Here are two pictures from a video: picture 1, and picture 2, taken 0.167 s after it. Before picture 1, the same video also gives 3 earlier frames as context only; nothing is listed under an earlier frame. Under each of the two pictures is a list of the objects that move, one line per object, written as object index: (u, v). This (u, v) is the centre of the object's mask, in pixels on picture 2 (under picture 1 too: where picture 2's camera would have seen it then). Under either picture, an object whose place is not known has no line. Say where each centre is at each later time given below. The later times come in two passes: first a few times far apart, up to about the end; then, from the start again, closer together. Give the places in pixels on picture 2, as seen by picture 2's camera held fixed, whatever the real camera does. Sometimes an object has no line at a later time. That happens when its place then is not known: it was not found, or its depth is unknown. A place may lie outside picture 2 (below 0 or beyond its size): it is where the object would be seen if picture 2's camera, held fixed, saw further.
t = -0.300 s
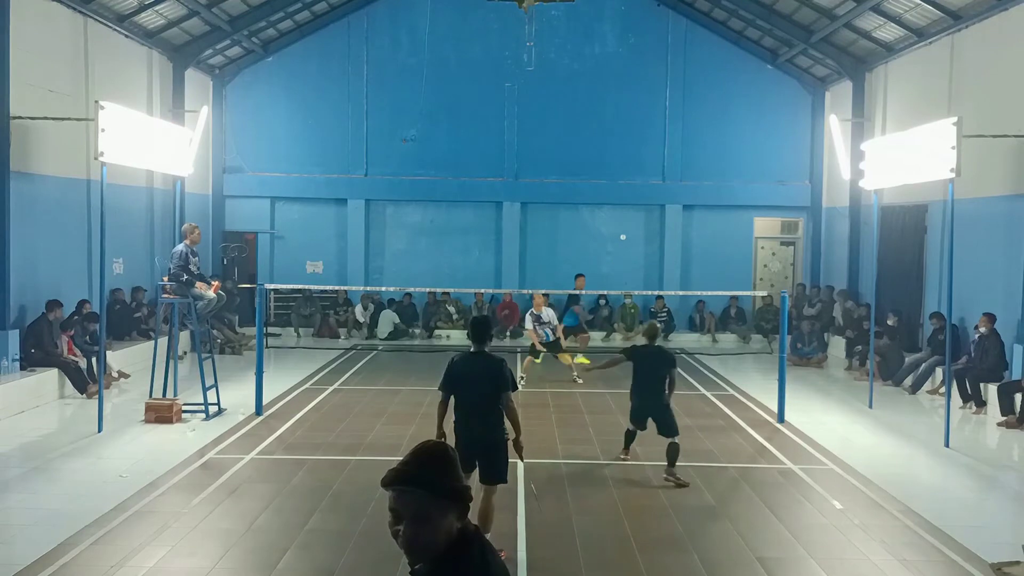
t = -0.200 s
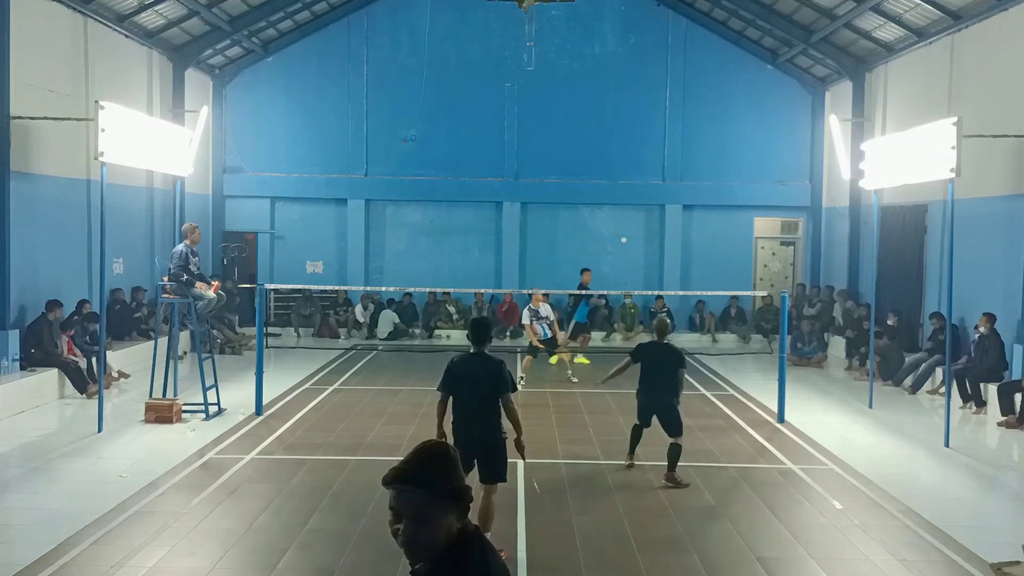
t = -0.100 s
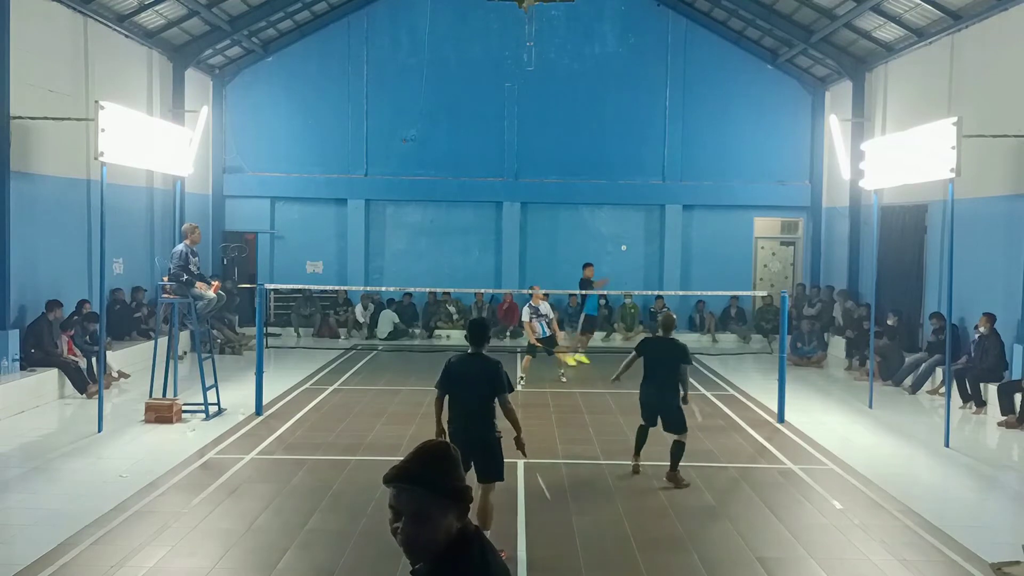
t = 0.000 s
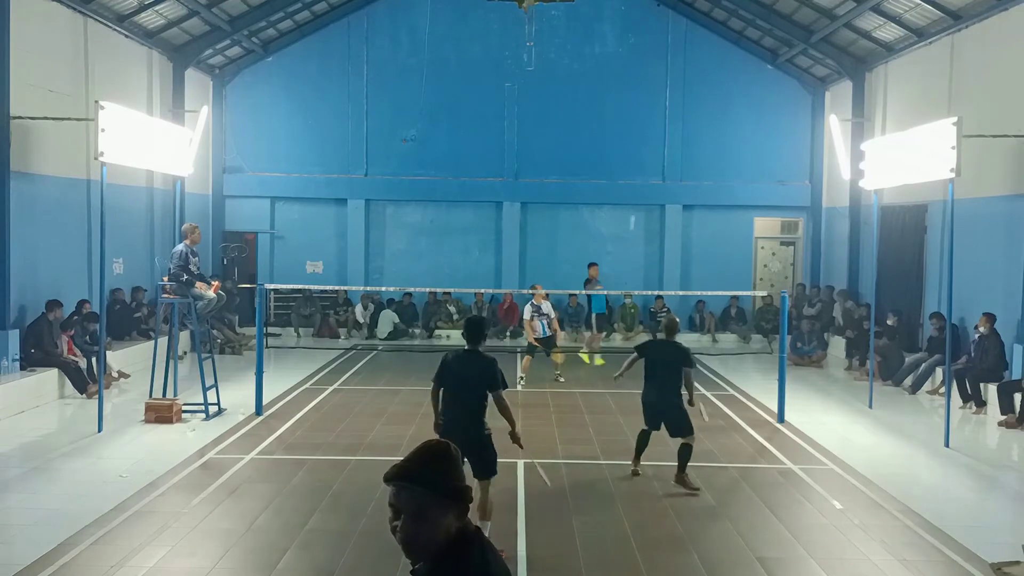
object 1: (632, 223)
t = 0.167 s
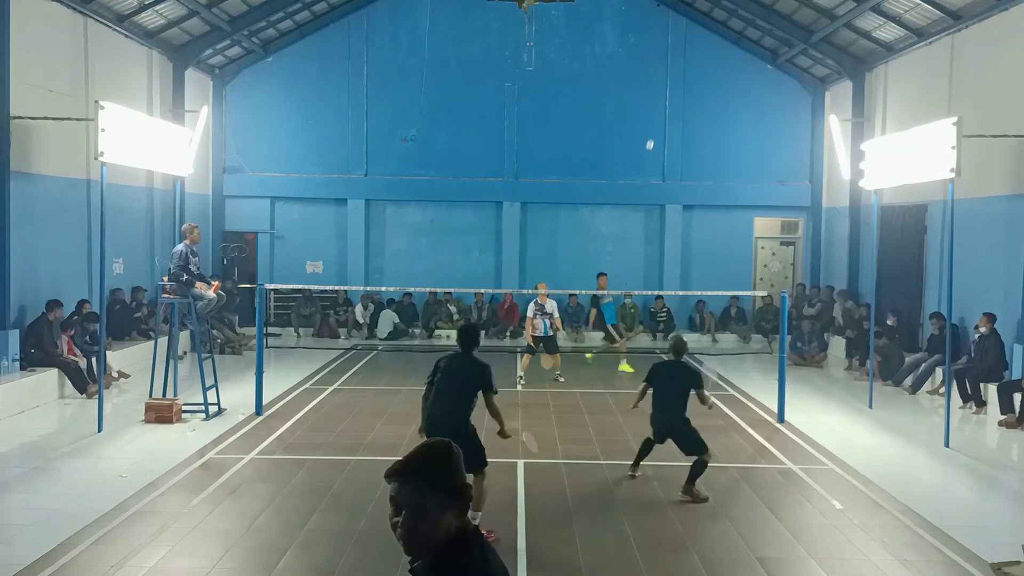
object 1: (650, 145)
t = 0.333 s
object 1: (663, 100)
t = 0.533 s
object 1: (678, 88)
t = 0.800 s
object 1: (697, 150)
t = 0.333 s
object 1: (663, 100)
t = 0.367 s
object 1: (665, 95)
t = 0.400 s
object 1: (668, 91)
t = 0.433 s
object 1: (670, 88)
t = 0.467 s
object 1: (673, 87)
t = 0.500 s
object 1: (675, 87)
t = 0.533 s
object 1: (678, 88)
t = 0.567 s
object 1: (680, 90)
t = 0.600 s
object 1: (683, 94)
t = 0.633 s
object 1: (685, 100)
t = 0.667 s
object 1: (688, 107)
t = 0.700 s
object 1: (690, 115)
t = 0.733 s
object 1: (692, 125)
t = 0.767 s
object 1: (695, 137)
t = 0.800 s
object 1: (697, 150)
